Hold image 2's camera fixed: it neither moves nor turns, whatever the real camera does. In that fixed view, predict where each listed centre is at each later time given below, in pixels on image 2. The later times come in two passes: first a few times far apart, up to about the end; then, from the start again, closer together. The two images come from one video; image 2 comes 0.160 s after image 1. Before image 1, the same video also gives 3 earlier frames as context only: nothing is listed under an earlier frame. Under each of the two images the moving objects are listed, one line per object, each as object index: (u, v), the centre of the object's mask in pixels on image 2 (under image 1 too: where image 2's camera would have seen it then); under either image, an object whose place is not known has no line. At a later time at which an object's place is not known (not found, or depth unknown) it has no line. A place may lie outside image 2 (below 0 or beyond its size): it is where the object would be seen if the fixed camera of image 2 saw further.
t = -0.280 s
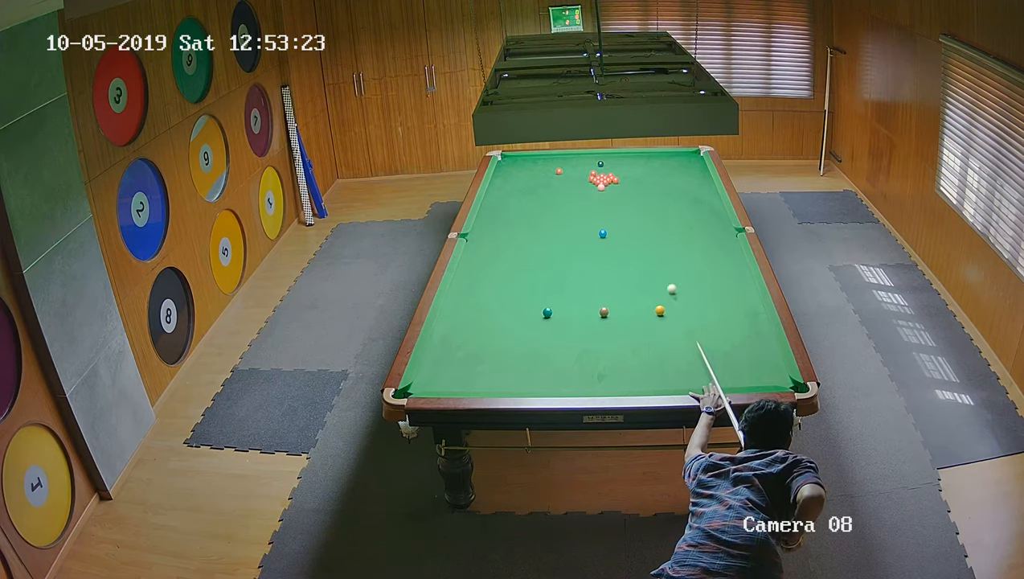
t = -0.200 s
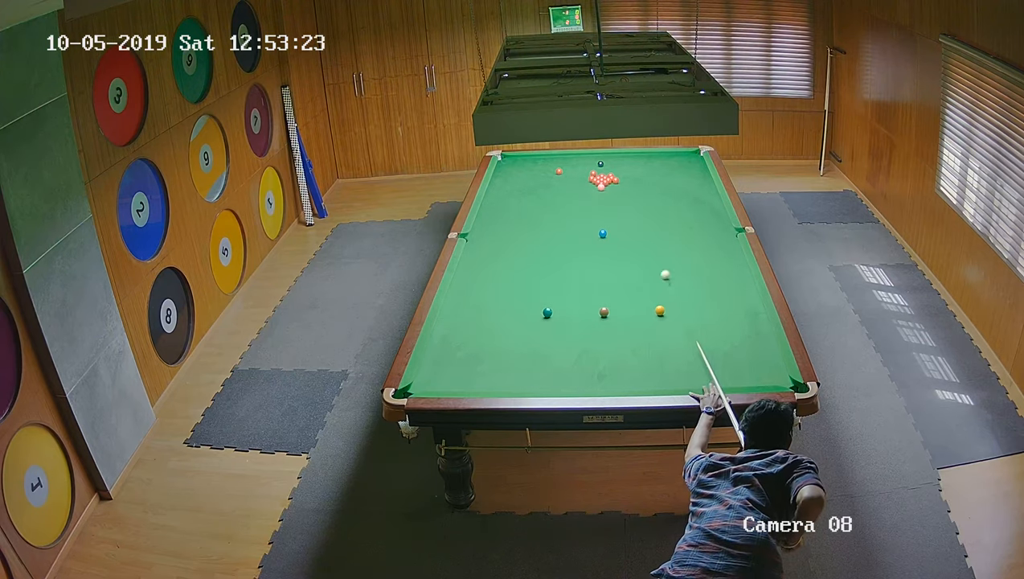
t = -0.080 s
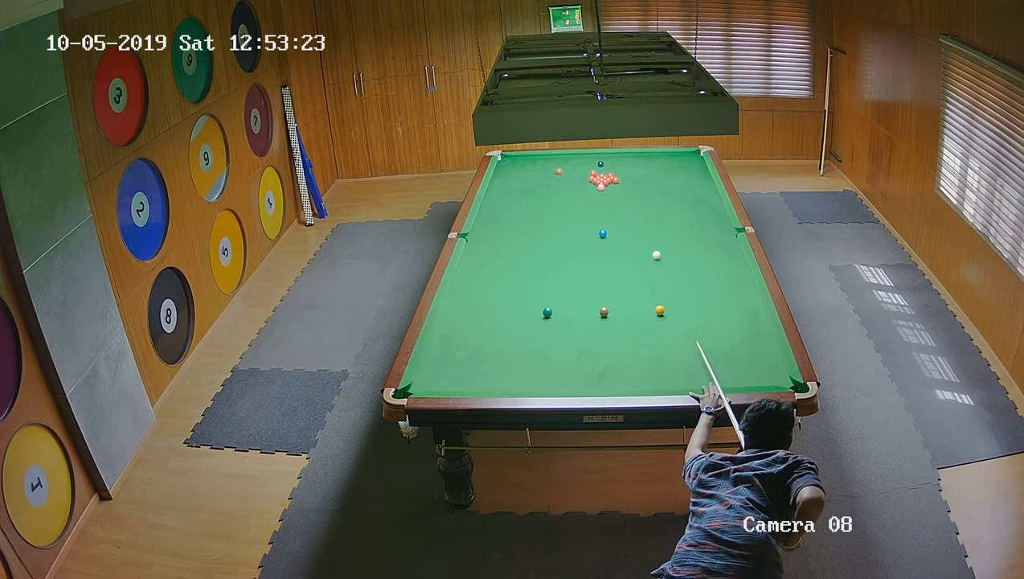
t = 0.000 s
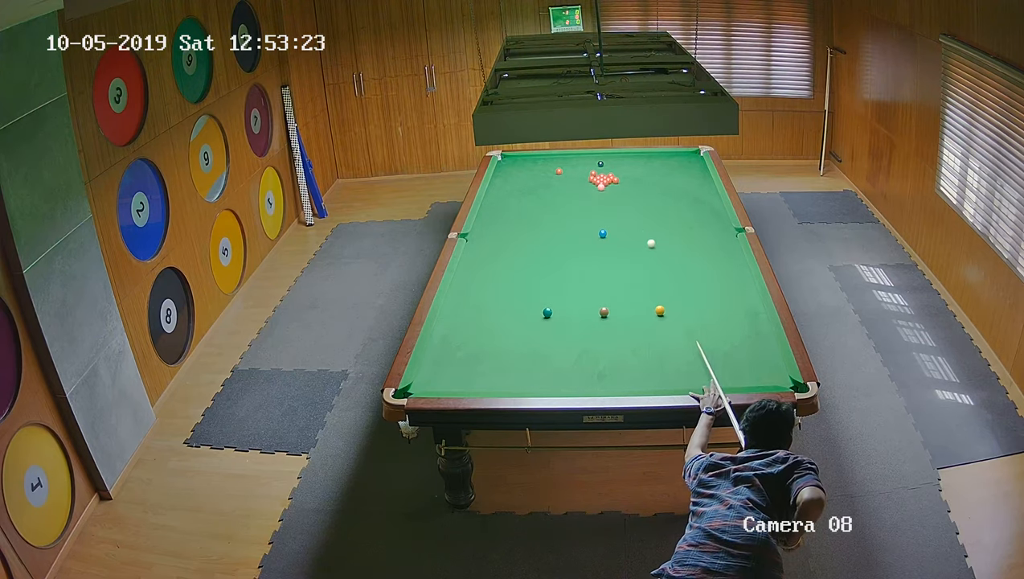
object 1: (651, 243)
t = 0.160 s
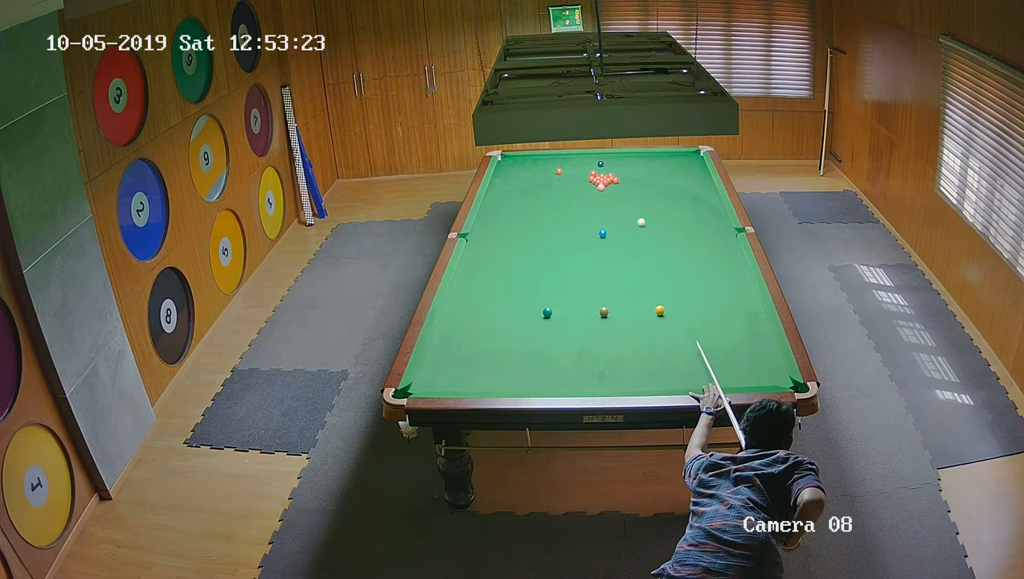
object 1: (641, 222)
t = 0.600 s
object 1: (624, 177)
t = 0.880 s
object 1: (633, 156)
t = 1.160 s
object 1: (646, 163)
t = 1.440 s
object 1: (661, 175)
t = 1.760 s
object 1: (680, 191)
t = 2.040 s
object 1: (698, 206)
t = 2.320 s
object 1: (717, 222)
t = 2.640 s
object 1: (728, 240)
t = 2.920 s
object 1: (715, 252)
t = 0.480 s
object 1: (625, 187)
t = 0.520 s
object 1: (623, 183)
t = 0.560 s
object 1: (622, 180)
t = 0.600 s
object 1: (624, 177)
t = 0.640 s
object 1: (626, 173)
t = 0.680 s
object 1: (627, 170)
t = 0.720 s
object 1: (628, 168)
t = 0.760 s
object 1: (630, 164)
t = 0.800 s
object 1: (631, 162)
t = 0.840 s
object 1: (632, 159)
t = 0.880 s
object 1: (633, 156)
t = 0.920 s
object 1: (634, 154)
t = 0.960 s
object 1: (635, 153)
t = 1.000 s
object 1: (638, 155)
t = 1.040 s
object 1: (640, 157)
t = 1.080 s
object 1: (642, 159)
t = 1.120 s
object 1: (644, 161)
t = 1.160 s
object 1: (646, 163)
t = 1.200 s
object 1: (648, 164)
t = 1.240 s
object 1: (650, 166)
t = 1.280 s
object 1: (653, 168)
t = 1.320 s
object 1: (655, 170)
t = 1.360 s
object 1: (657, 172)
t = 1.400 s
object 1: (659, 173)
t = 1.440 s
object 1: (661, 175)
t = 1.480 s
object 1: (664, 177)
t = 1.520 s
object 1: (666, 179)
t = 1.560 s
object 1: (668, 181)
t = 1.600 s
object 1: (671, 183)
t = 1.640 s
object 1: (673, 185)
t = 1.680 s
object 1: (676, 187)
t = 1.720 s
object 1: (678, 189)
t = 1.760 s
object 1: (680, 191)
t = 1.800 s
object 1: (683, 193)
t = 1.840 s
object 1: (686, 195)
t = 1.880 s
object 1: (688, 197)
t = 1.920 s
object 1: (690, 200)
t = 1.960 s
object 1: (693, 202)
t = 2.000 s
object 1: (695, 204)
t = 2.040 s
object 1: (698, 206)
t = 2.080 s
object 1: (700, 208)
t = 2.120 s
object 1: (703, 210)
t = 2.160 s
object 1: (706, 213)
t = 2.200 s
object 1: (708, 215)
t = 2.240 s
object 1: (711, 217)
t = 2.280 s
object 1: (714, 220)
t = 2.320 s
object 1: (717, 222)
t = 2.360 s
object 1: (719, 225)
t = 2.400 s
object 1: (722, 227)
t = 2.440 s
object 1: (725, 229)
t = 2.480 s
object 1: (728, 232)
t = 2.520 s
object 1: (731, 234)
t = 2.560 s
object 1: (733, 237)
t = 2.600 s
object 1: (730, 238)
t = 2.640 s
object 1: (728, 240)
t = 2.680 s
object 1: (726, 242)
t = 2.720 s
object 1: (725, 243)
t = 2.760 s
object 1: (723, 245)
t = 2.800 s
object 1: (721, 247)
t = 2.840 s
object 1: (719, 249)
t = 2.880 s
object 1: (717, 250)
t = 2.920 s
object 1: (715, 252)
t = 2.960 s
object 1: (713, 254)
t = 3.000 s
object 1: (711, 256)
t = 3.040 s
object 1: (709, 258)
